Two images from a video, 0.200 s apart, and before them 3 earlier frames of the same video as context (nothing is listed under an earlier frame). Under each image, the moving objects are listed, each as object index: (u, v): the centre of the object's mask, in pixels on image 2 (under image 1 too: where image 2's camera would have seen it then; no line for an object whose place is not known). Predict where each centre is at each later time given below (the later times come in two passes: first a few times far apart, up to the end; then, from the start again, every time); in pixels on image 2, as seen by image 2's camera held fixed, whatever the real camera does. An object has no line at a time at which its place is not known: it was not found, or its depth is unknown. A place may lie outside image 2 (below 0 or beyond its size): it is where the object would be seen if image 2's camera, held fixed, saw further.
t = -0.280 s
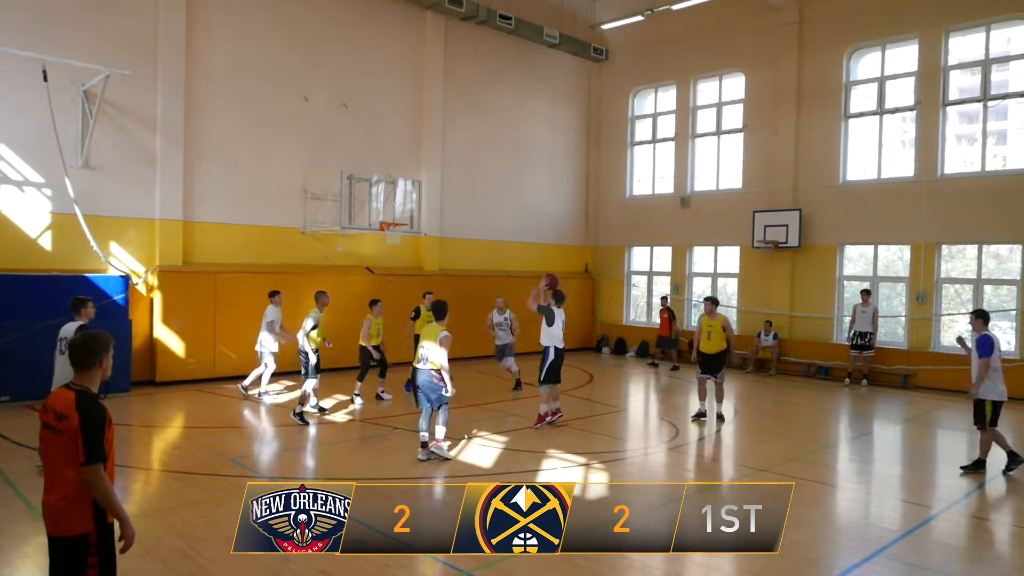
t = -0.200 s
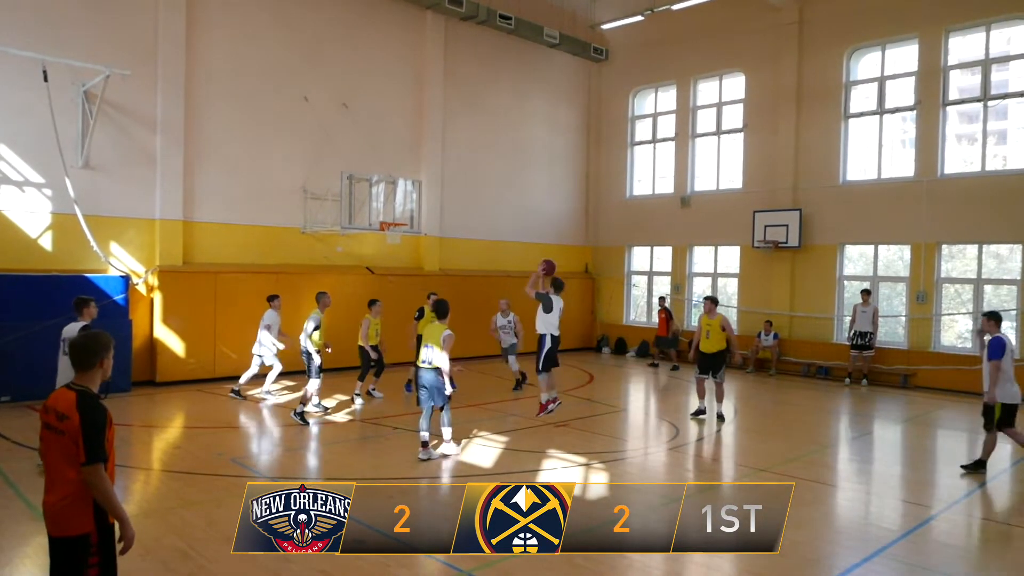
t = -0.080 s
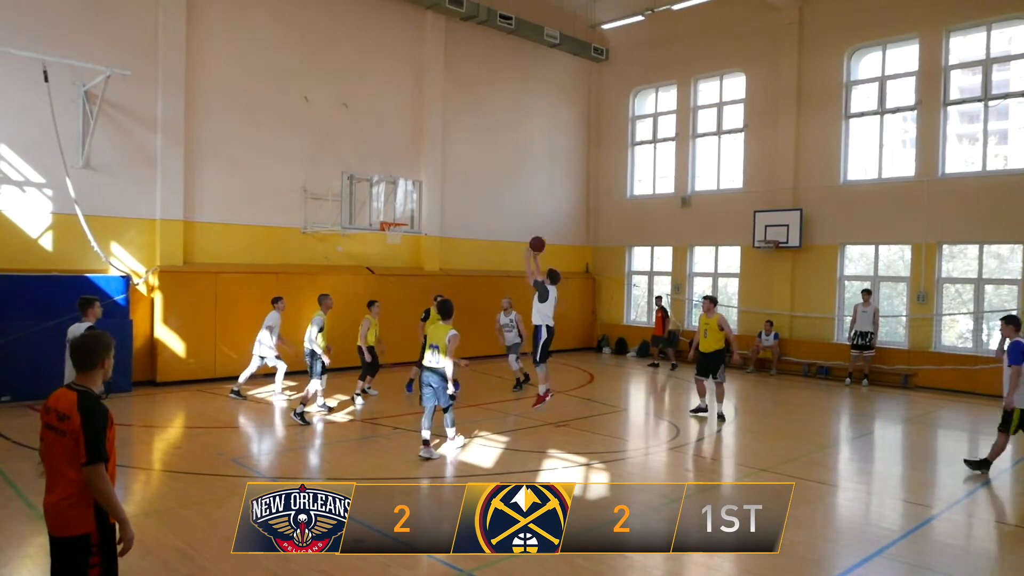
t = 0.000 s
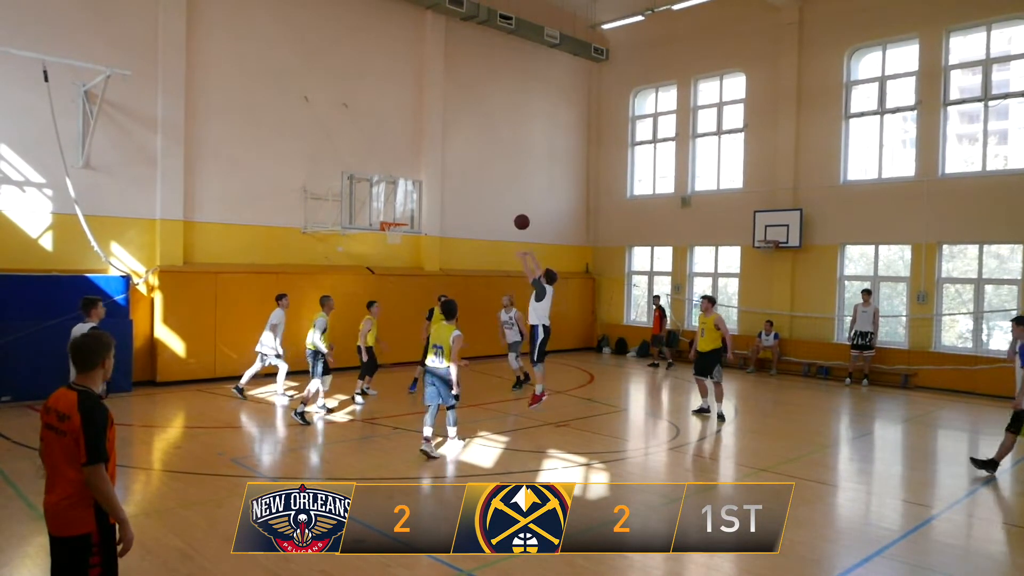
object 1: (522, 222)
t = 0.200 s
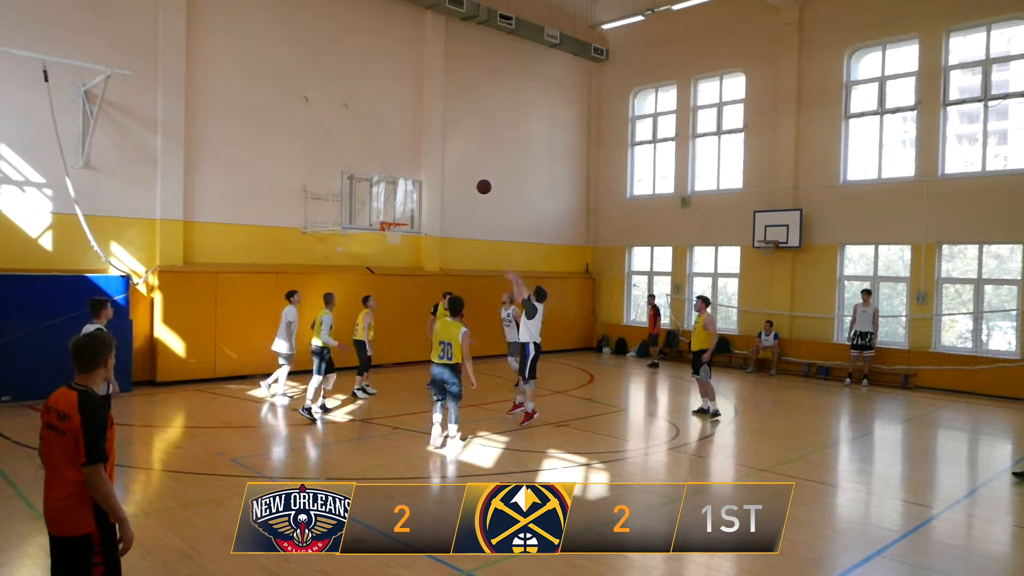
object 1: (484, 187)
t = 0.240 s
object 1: (477, 183)
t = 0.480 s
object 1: (438, 181)
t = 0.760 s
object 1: (398, 217)
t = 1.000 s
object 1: (395, 256)
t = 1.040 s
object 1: (395, 263)
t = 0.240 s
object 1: (477, 183)
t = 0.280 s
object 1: (470, 180)
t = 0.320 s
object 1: (463, 179)
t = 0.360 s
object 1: (457, 178)
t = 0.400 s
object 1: (450, 178)
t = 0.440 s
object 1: (444, 179)
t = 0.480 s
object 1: (438, 181)
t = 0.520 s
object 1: (432, 184)
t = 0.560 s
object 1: (426, 188)
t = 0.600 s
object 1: (420, 192)
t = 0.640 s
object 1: (415, 198)
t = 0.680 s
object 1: (409, 204)
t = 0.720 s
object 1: (404, 210)
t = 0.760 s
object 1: (398, 217)
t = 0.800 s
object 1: (394, 225)
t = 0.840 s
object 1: (393, 232)
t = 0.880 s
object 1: (393, 238)
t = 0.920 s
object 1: (394, 244)
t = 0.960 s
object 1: (394, 249)
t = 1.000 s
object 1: (395, 256)
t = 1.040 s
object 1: (395, 263)
